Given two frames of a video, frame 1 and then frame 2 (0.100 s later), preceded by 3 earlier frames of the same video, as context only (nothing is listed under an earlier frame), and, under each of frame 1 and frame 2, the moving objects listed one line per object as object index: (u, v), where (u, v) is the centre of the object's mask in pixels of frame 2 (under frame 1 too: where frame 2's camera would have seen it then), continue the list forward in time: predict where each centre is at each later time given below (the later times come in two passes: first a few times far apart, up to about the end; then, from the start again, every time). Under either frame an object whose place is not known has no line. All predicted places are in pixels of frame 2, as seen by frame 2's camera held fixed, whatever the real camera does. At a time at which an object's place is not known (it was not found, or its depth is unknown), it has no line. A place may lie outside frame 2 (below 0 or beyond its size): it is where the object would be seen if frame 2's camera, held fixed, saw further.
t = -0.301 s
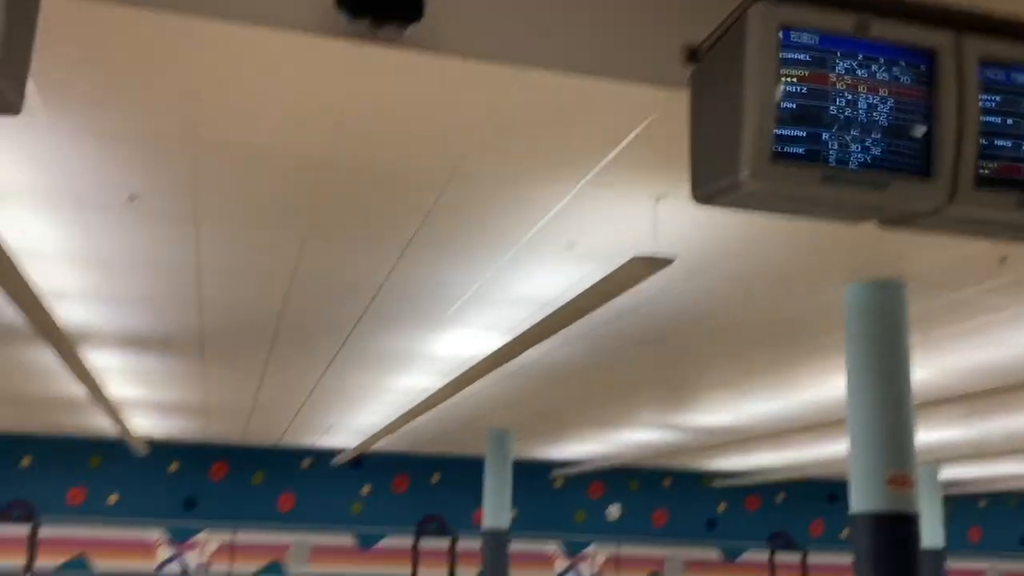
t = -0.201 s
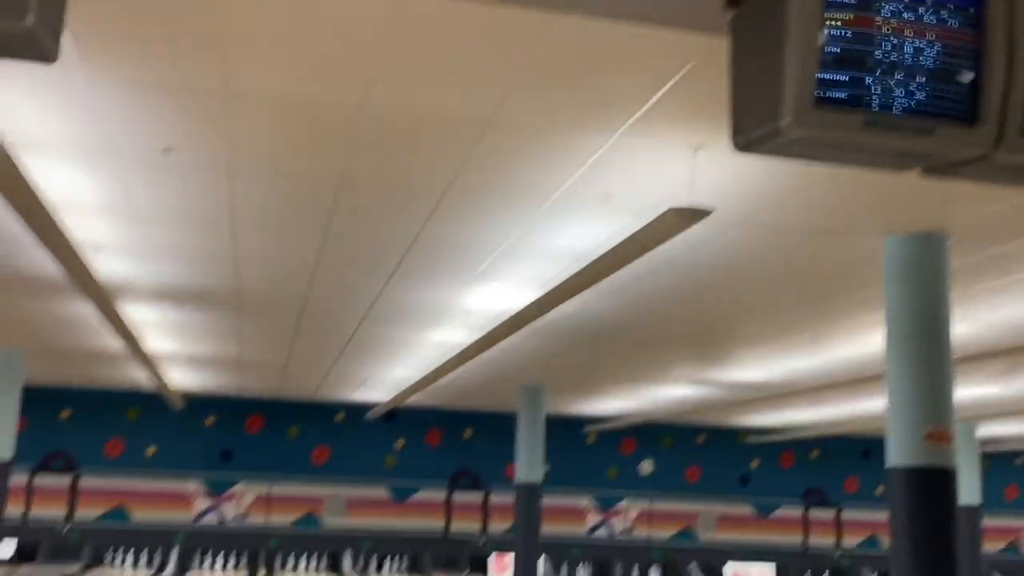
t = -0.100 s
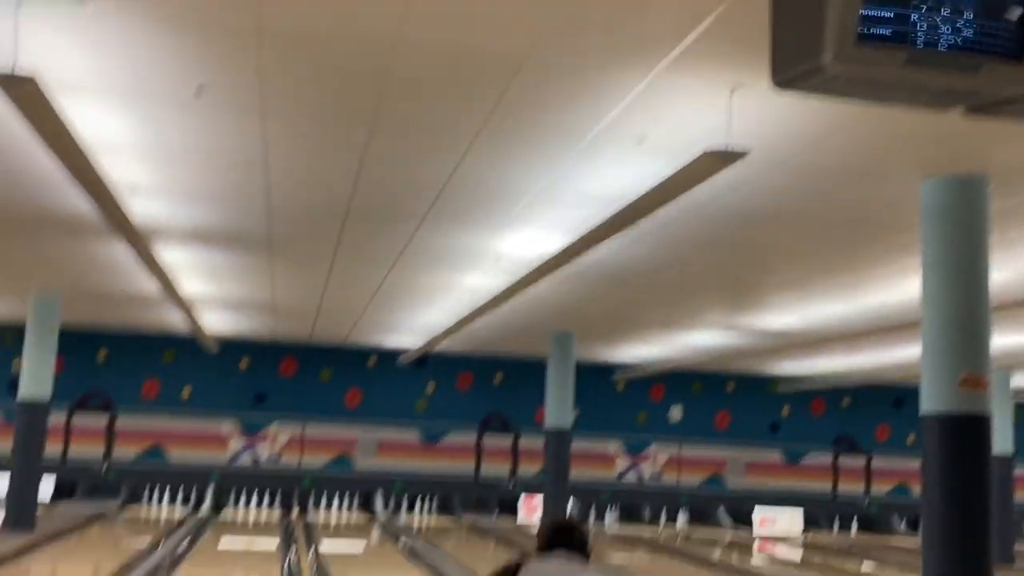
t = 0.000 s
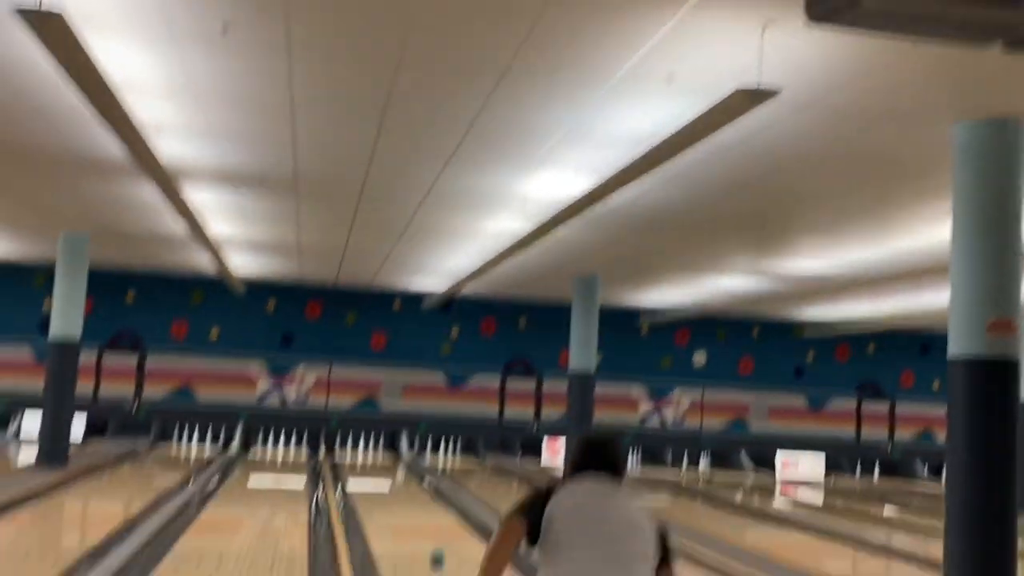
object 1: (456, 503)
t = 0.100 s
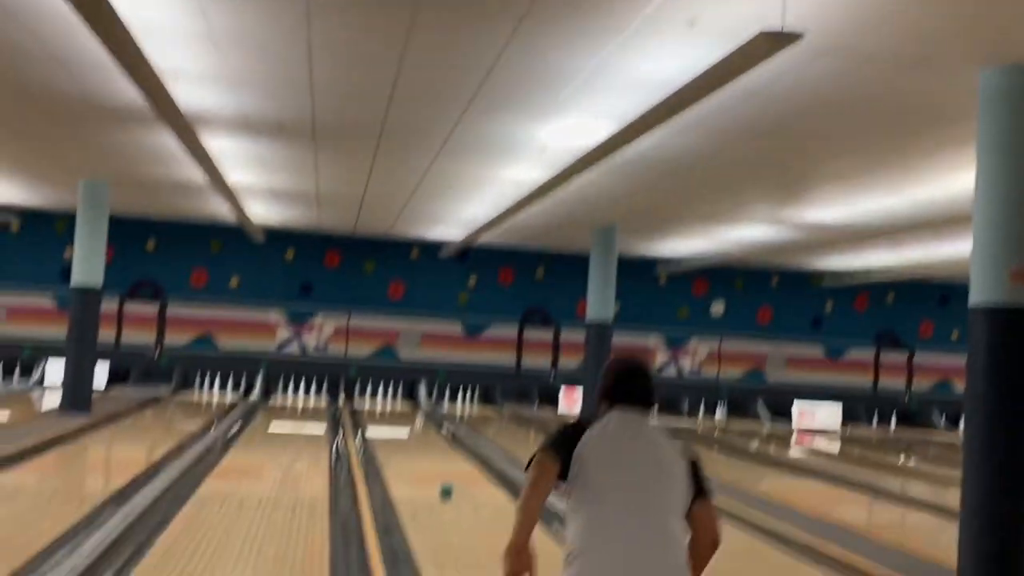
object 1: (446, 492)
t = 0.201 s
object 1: (438, 481)
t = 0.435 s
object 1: (423, 461)
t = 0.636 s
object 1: (414, 448)
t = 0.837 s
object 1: (406, 437)
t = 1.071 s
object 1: (398, 427)
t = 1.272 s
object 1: (394, 421)
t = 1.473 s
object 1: (390, 416)
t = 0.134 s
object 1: (443, 488)
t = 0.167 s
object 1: (441, 484)
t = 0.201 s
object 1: (438, 481)
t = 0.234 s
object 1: (436, 478)
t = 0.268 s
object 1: (433, 475)
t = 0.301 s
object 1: (431, 471)
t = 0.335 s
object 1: (429, 469)
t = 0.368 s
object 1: (427, 466)
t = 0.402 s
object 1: (425, 463)
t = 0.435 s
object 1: (423, 461)
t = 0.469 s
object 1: (422, 458)
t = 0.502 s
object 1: (420, 456)
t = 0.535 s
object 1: (419, 454)
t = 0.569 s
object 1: (417, 452)
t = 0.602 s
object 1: (415, 450)
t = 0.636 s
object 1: (414, 448)
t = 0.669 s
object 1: (412, 446)
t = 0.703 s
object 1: (411, 444)
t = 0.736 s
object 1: (410, 442)
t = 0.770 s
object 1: (408, 441)
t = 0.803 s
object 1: (407, 439)
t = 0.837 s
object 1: (406, 437)
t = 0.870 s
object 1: (405, 436)
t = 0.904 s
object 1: (403, 435)
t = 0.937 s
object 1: (403, 433)
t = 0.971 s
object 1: (402, 432)
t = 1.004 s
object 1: (400, 430)
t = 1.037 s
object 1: (399, 429)
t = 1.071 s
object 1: (398, 427)
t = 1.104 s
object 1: (398, 426)
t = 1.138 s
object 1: (397, 425)
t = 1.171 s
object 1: (396, 424)
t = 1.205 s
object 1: (395, 423)
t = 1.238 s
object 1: (394, 422)
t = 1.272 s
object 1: (394, 421)
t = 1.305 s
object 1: (393, 420)
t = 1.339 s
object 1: (392, 419)
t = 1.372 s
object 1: (391, 418)
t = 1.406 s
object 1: (391, 417)
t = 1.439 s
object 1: (390, 417)
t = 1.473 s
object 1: (390, 416)
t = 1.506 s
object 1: (389, 415)
